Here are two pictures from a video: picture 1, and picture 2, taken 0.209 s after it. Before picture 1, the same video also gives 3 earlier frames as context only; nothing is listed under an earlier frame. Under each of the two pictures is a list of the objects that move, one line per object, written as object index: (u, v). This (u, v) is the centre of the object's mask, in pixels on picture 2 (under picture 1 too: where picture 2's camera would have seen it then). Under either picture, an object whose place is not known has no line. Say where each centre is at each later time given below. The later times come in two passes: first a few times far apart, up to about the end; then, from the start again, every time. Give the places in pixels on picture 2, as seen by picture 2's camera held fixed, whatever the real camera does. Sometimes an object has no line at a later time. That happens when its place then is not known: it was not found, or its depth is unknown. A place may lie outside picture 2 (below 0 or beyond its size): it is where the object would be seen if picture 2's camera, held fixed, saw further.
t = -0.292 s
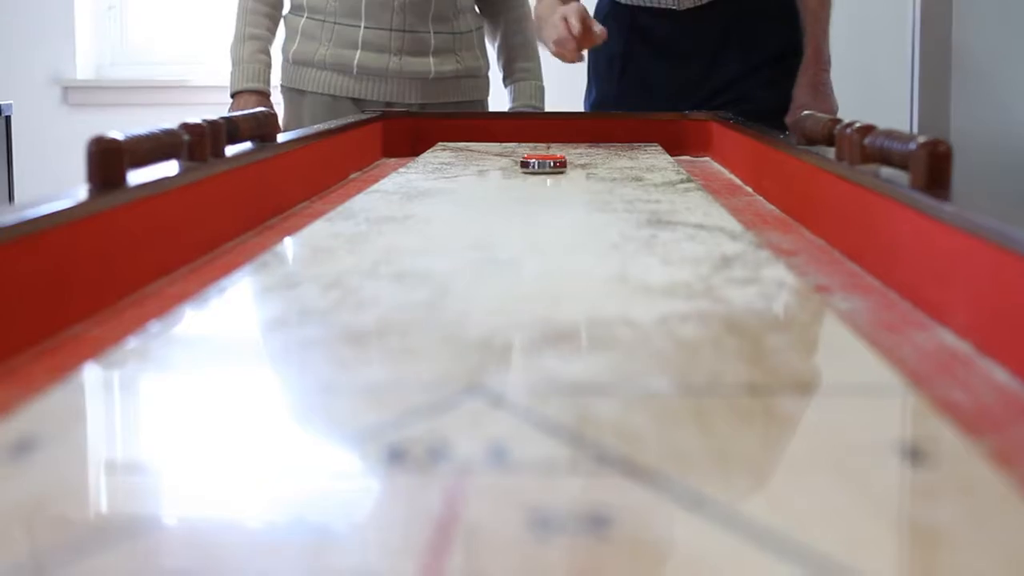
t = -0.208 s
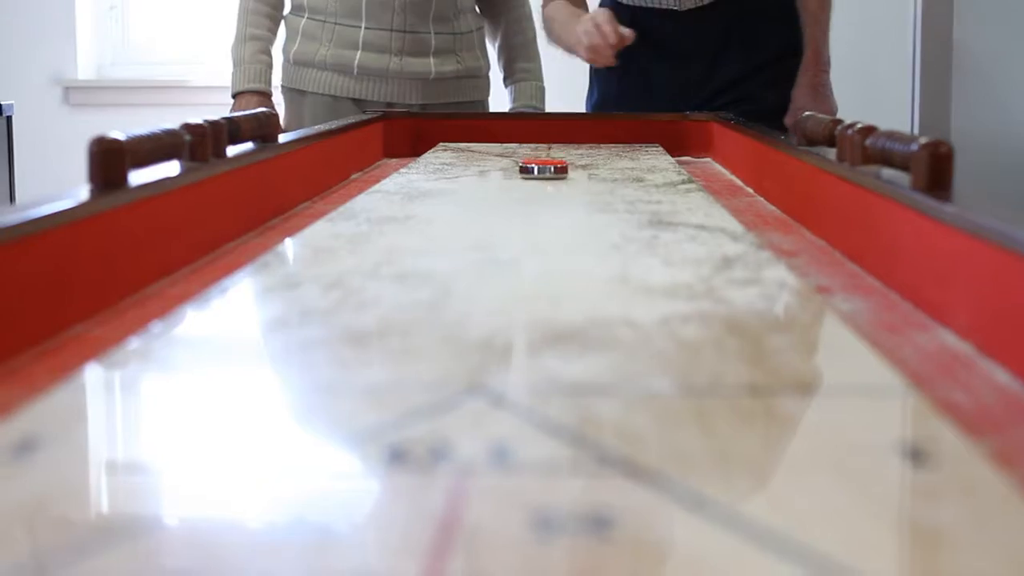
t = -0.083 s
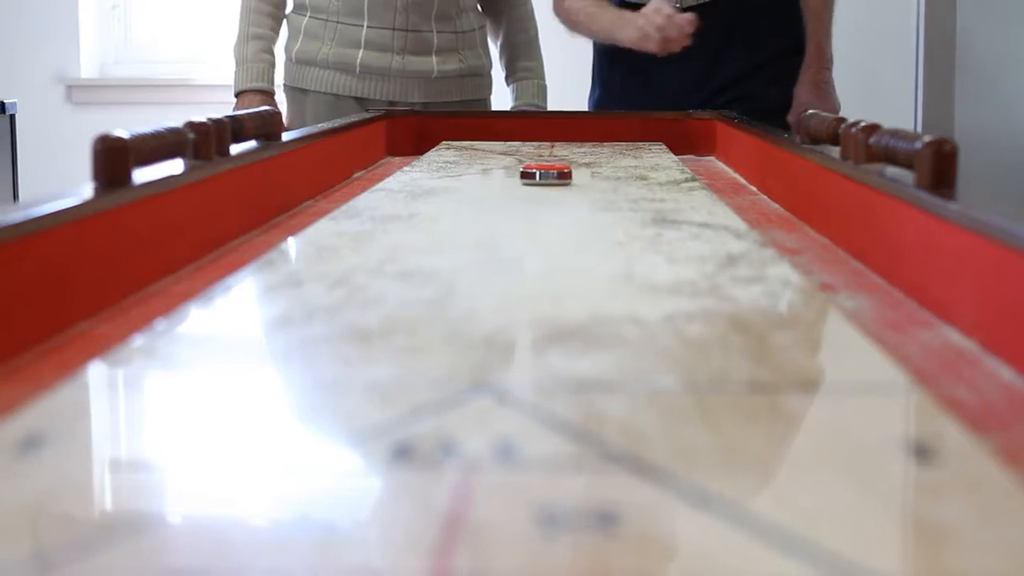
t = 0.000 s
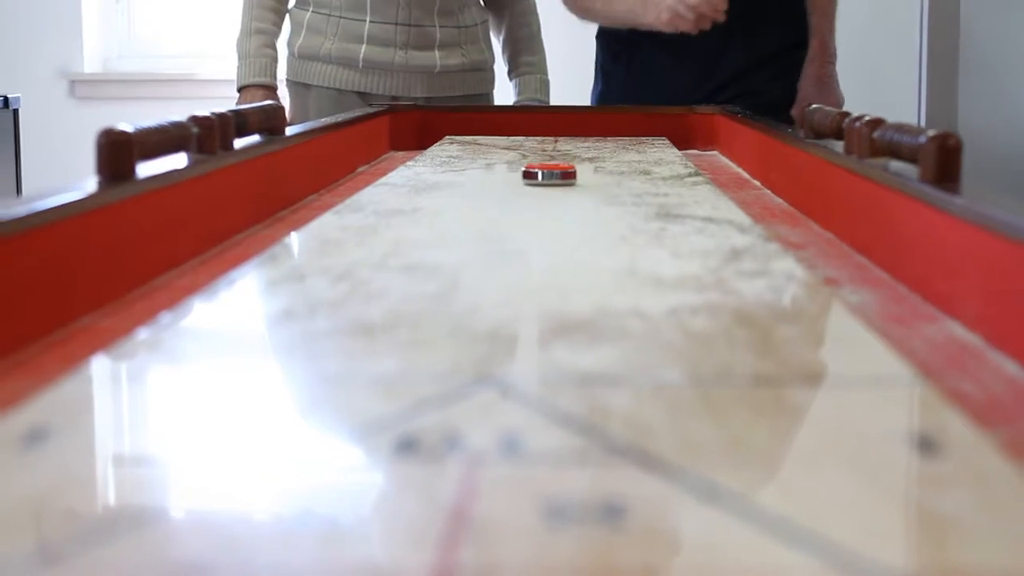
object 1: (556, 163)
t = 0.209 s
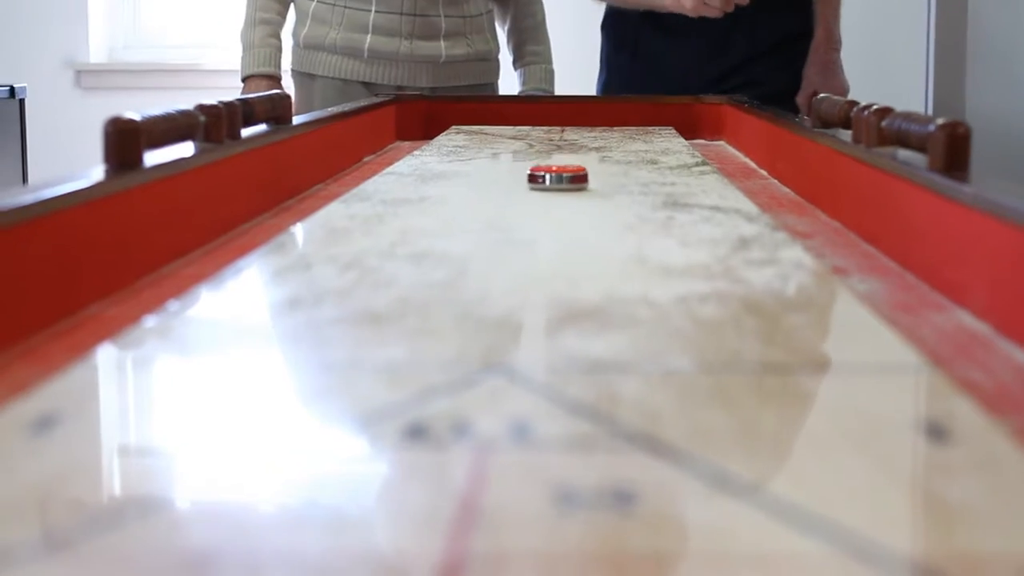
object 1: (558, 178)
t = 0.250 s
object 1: (558, 181)
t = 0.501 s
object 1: (563, 202)
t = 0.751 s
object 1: (574, 228)
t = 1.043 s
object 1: (593, 266)
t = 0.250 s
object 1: (558, 181)
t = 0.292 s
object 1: (559, 184)
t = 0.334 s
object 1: (559, 187)
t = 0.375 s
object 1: (560, 191)
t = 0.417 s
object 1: (561, 194)
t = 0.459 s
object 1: (562, 198)
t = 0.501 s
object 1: (563, 202)
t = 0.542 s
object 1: (565, 206)
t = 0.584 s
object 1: (567, 210)
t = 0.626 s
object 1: (568, 214)
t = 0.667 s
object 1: (570, 219)
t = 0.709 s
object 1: (572, 223)
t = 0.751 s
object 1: (574, 228)
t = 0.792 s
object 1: (577, 233)
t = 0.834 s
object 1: (579, 238)
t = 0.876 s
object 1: (582, 243)
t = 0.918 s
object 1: (584, 249)
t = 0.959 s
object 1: (587, 254)
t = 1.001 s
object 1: (590, 260)
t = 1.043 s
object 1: (593, 266)
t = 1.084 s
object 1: (595, 271)
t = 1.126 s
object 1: (599, 278)
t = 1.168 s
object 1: (603, 284)
